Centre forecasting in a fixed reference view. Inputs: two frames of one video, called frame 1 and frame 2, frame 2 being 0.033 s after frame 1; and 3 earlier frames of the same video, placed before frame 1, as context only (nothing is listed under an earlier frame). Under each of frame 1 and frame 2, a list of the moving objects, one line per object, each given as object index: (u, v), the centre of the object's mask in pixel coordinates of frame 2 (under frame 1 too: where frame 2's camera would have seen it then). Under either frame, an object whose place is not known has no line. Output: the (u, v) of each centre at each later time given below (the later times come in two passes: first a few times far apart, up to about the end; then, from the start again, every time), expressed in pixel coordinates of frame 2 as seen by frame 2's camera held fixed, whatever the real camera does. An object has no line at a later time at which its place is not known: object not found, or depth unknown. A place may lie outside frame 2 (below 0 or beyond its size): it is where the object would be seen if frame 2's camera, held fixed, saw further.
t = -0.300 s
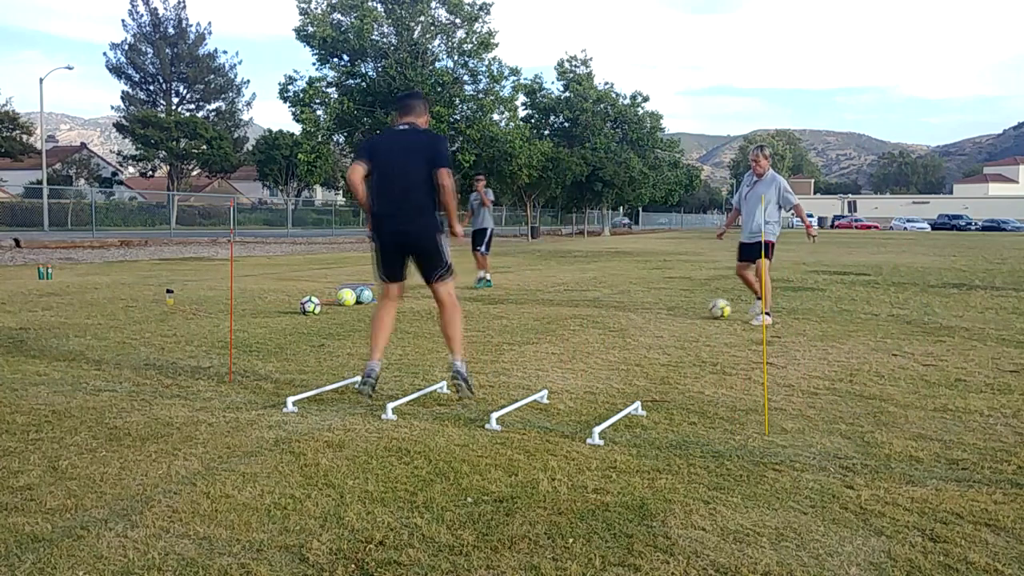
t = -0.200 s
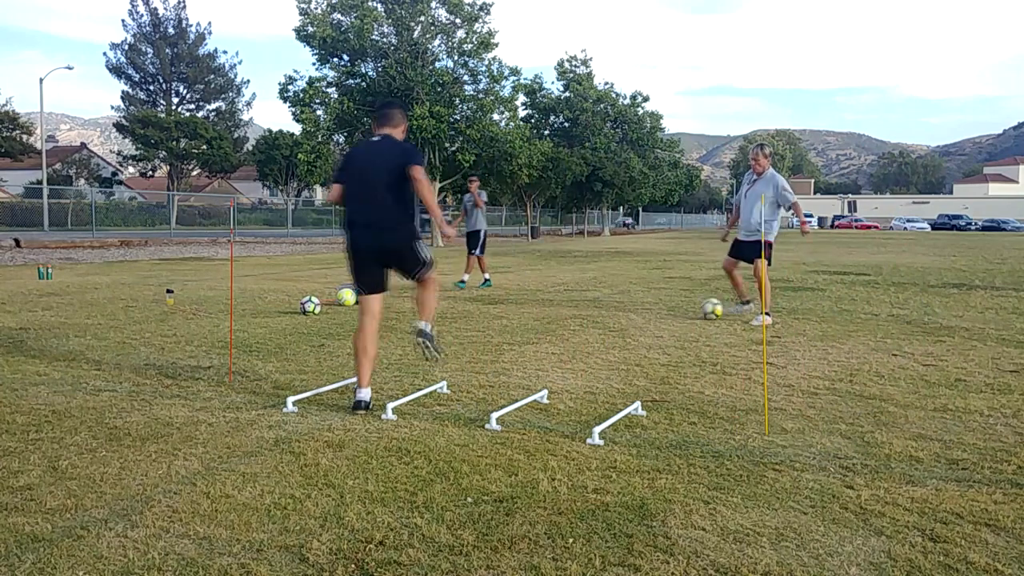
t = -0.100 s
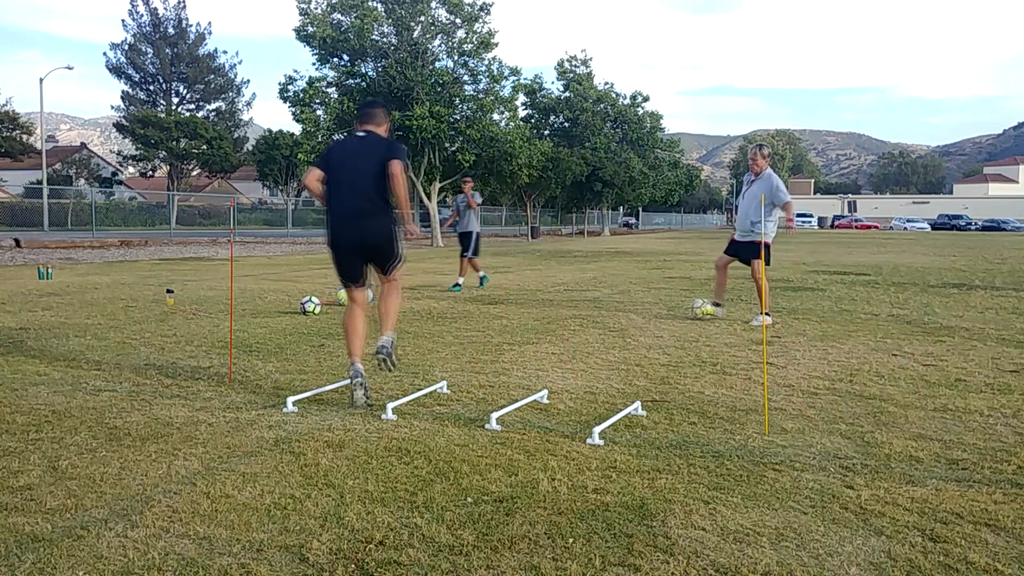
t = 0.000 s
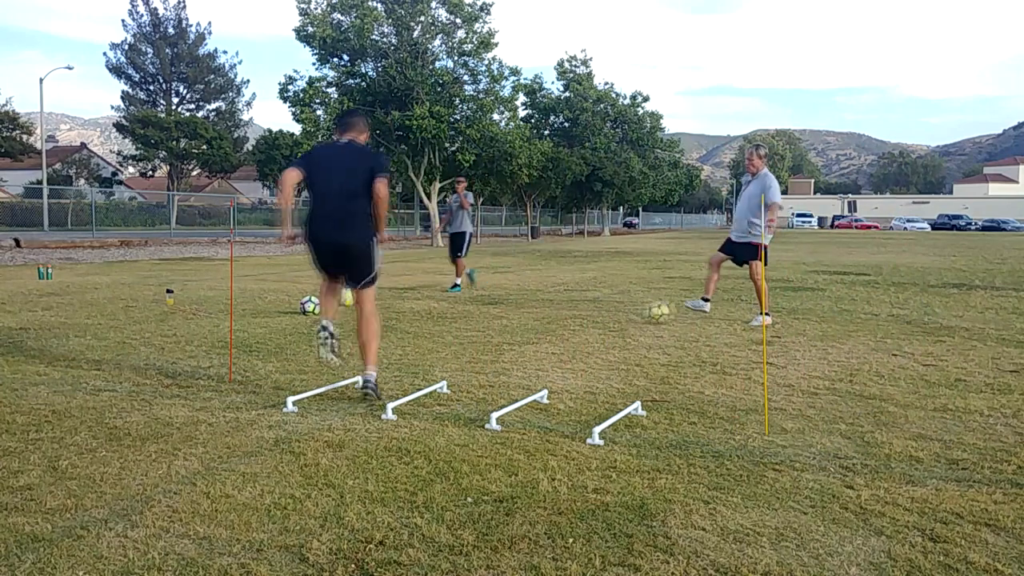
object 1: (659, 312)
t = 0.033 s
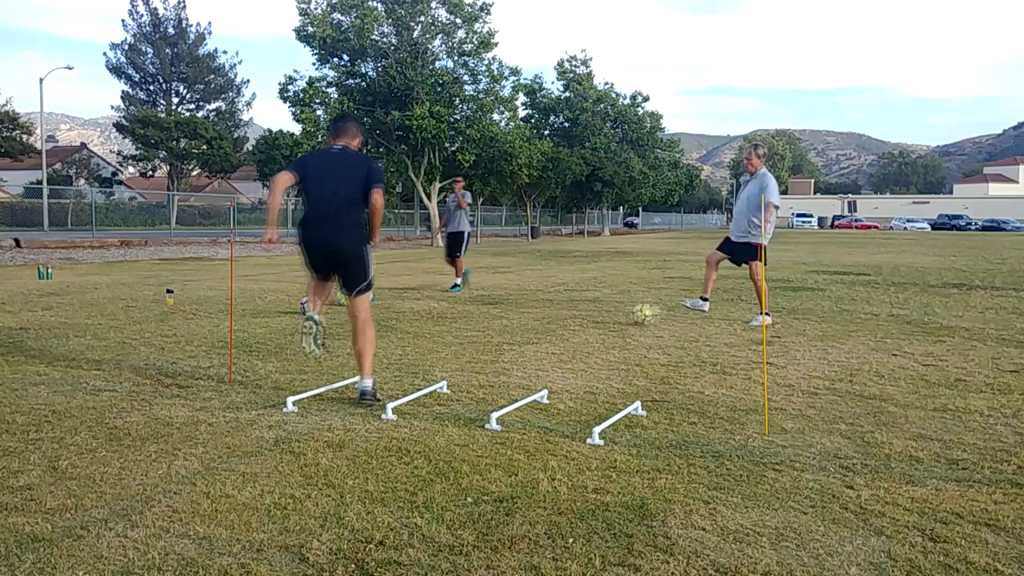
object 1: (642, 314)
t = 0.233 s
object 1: (565, 318)
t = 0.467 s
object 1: (475, 329)
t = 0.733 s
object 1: (380, 332)
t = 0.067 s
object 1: (629, 314)
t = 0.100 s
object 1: (617, 314)
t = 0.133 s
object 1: (603, 315)
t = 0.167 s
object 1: (590, 317)
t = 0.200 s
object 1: (577, 318)
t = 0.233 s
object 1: (565, 318)
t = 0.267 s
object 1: (553, 318)
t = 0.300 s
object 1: (536, 321)
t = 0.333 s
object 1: (527, 323)
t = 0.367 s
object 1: (511, 324)
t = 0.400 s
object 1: (499, 324)
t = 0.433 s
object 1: (487, 326)
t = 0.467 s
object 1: (475, 329)
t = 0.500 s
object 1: (464, 330)
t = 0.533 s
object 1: (451, 329)
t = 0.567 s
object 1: (440, 330)
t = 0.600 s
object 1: (427, 331)
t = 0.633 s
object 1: (417, 331)
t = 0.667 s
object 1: (406, 331)
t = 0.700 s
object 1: (391, 331)
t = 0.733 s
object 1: (380, 332)
